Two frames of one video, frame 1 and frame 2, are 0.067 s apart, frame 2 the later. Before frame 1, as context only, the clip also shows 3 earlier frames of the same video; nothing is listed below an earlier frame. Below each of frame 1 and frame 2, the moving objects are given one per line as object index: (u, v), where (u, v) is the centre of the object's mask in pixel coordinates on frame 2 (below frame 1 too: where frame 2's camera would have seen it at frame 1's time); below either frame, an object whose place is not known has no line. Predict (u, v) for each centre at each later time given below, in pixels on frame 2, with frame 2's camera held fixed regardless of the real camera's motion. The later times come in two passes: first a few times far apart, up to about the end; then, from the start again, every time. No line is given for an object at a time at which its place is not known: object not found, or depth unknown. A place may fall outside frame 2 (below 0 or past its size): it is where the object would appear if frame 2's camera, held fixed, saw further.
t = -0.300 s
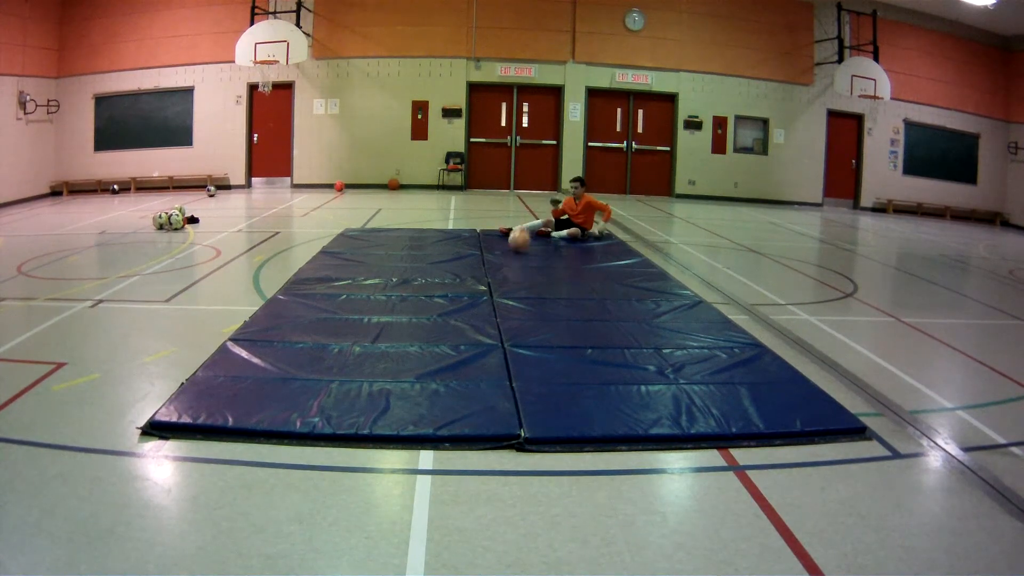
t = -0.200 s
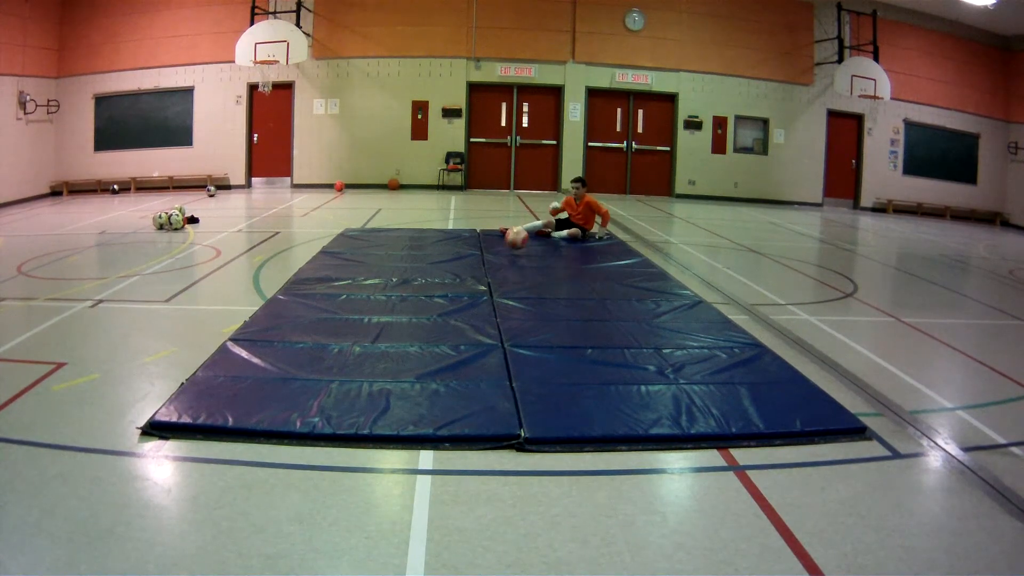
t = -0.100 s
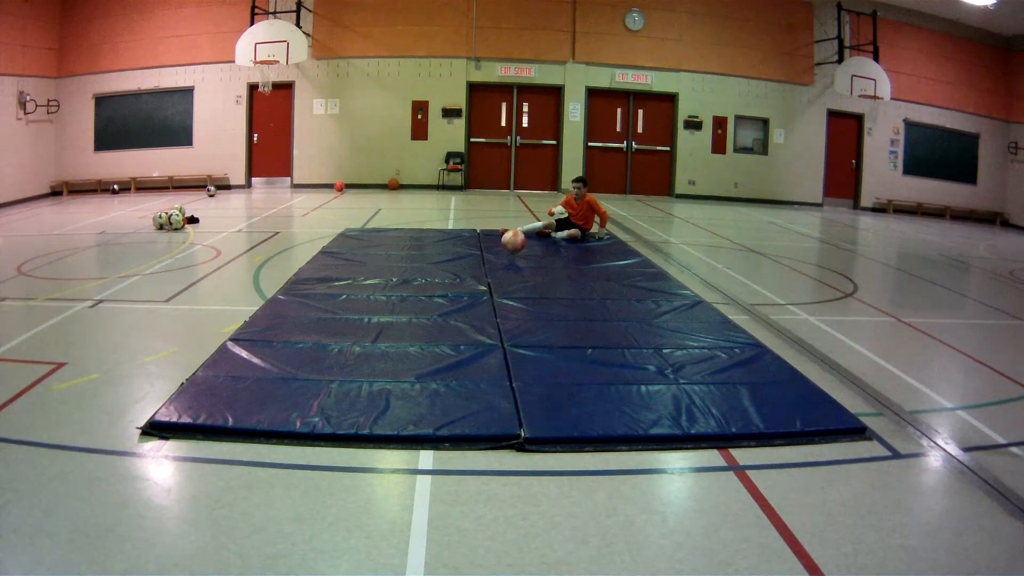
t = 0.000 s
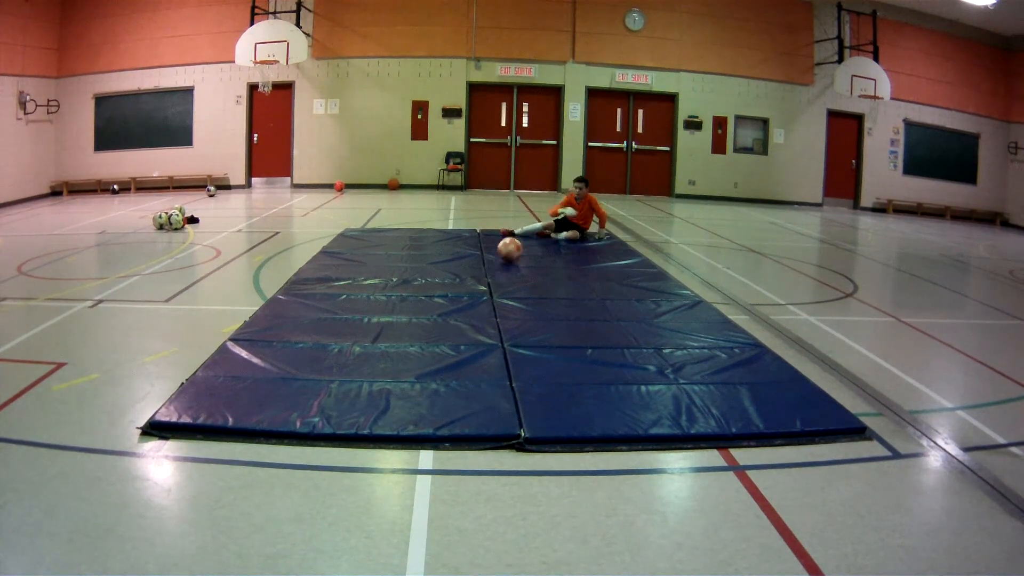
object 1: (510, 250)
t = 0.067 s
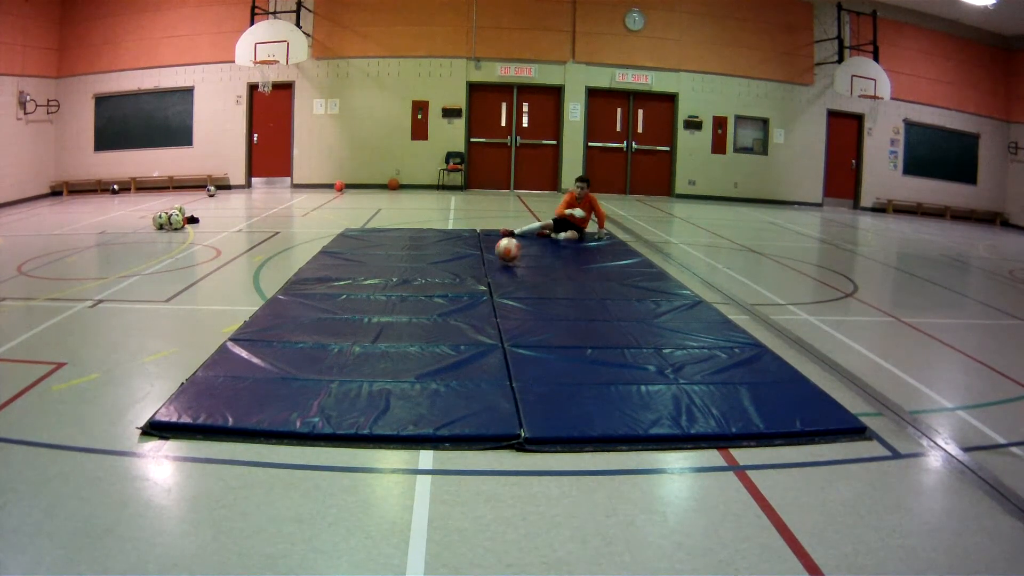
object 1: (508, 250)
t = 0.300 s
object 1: (499, 261)
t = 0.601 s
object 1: (487, 273)
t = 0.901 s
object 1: (476, 288)
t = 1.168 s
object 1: (458, 300)
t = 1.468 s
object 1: (435, 317)
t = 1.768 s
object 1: (408, 334)
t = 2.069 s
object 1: (377, 353)
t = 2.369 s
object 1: (343, 374)
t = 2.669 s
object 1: (307, 394)
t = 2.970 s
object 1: (271, 423)
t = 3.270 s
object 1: (233, 455)
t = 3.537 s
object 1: (196, 483)
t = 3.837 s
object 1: (148, 521)
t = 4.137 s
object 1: (97, 553)
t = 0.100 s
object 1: (506, 252)
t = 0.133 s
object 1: (505, 254)
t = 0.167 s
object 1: (504, 255)
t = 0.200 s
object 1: (503, 255)
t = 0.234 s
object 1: (501, 257)
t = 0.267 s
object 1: (500, 259)
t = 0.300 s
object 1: (499, 261)
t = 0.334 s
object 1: (498, 262)
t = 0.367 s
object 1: (496, 263)
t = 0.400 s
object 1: (495, 264)
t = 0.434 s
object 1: (494, 265)
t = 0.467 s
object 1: (492, 266)
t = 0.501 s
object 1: (491, 267)
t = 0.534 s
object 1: (490, 269)
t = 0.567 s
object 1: (488, 272)
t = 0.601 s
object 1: (487, 273)
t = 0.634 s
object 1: (487, 274)
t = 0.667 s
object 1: (486, 274)
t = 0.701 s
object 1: (485, 277)
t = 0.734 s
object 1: (483, 279)
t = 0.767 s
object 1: (482, 280)
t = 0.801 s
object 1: (481, 282)
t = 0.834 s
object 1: (480, 284)
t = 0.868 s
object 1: (477, 285)
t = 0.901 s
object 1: (476, 288)
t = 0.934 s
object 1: (474, 290)
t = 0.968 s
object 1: (472, 292)
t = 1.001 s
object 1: (470, 292)
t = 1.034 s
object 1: (468, 294)
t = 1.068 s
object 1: (465, 295)
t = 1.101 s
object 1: (463, 298)
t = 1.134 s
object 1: (460, 299)
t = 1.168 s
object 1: (458, 300)
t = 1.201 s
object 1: (456, 301)
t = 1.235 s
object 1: (453, 303)
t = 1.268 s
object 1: (451, 305)
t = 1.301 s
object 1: (448, 307)
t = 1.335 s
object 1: (445, 309)
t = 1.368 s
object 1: (443, 311)
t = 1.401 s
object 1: (440, 313)
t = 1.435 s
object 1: (437, 315)
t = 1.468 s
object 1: (435, 317)
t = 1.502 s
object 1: (432, 319)
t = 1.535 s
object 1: (429, 321)
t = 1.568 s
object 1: (426, 322)
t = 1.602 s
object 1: (423, 323)
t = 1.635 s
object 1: (420, 324)
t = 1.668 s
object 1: (418, 325)
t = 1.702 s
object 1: (414, 327)
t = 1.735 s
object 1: (411, 331)
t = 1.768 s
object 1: (408, 334)
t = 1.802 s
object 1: (404, 336)
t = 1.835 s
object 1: (401, 338)
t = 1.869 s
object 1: (398, 340)
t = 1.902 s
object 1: (395, 342)
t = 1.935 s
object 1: (391, 345)
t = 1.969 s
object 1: (388, 347)
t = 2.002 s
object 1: (385, 348)
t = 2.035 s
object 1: (381, 351)
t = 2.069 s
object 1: (377, 353)
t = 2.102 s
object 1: (373, 355)
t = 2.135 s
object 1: (370, 357)
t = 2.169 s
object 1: (366, 358)
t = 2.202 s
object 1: (362, 360)
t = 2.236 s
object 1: (359, 362)
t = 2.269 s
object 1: (355, 366)
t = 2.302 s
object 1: (351, 369)
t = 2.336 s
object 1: (347, 370)
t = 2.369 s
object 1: (343, 374)
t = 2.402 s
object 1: (339, 375)
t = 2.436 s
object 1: (335, 377)
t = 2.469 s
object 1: (331, 380)
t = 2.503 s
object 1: (327, 382)
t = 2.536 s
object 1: (323, 385)
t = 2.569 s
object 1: (319, 387)
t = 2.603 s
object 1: (315, 390)
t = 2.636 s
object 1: (311, 392)
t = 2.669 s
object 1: (307, 394)
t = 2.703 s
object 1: (303, 397)
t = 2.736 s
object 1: (299, 399)
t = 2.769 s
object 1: (295, 401)
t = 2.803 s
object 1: (291, 404)
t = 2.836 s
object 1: (287, 407)
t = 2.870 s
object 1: (284, 411)
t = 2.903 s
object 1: (280, 418)
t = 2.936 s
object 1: (275, 424)
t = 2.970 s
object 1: (271, 423)
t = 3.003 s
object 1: (267, 424)
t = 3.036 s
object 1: (263, 430)
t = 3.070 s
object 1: (259, 435)
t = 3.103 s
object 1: (255, 435)
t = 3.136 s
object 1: (250, 440)
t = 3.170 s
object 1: (245, 445)
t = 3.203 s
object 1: (241, 446)
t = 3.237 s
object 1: (237, 450)
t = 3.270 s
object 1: (233, 455)
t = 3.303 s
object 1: (229, 457)
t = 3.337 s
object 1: (225, 461)
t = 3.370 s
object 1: (220, 465)
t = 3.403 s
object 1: (216, 469)
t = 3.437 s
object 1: (211, 473)
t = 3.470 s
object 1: (206, 476)
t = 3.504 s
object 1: (202, 480)
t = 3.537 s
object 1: (196, 483)
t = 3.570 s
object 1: (191, 487)
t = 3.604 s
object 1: (186, 491)
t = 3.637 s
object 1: (181, 495)
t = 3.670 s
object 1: (175, 500)
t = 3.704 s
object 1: (170, 504)
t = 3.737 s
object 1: (164, 508)
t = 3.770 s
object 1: (159, 513)
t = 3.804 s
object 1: (153, 517)
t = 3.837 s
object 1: (148, 521)
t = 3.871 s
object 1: (143, 527)
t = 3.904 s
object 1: (137, 532)
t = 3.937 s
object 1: (131, 536)
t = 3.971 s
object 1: (125, 540)
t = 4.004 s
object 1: (120, 543)
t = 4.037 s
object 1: (114, 546)
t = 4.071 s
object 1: (108, 549)
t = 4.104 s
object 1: (103, 551)
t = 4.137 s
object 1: (97, 553)
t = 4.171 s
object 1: (90, 555)
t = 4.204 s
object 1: (83, 557)
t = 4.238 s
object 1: (77, 559)
